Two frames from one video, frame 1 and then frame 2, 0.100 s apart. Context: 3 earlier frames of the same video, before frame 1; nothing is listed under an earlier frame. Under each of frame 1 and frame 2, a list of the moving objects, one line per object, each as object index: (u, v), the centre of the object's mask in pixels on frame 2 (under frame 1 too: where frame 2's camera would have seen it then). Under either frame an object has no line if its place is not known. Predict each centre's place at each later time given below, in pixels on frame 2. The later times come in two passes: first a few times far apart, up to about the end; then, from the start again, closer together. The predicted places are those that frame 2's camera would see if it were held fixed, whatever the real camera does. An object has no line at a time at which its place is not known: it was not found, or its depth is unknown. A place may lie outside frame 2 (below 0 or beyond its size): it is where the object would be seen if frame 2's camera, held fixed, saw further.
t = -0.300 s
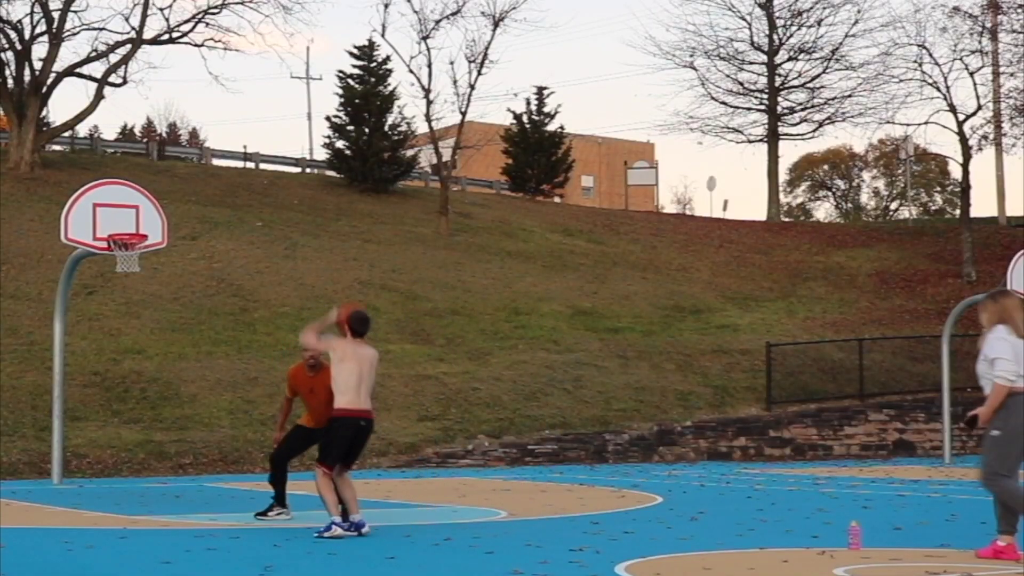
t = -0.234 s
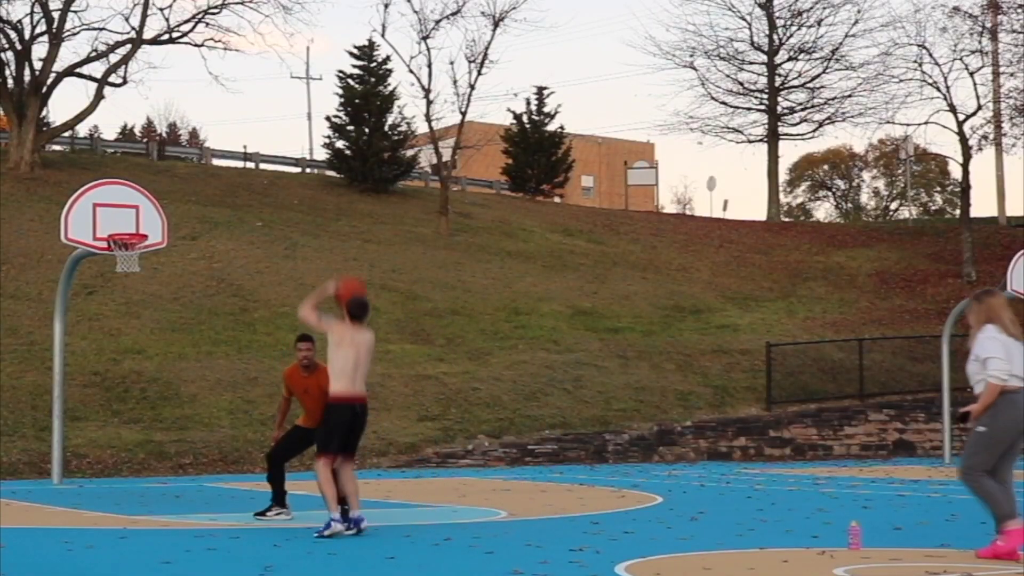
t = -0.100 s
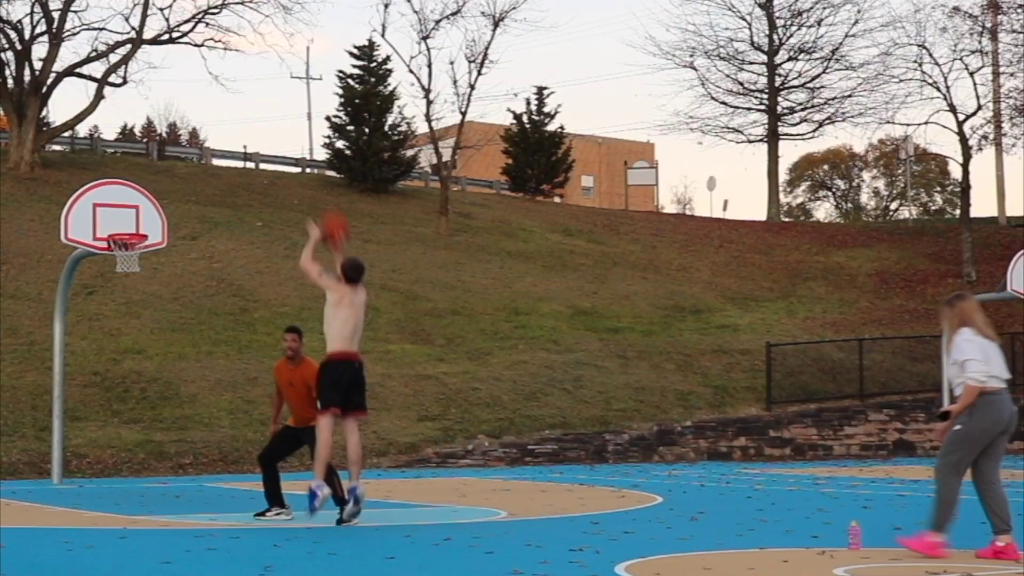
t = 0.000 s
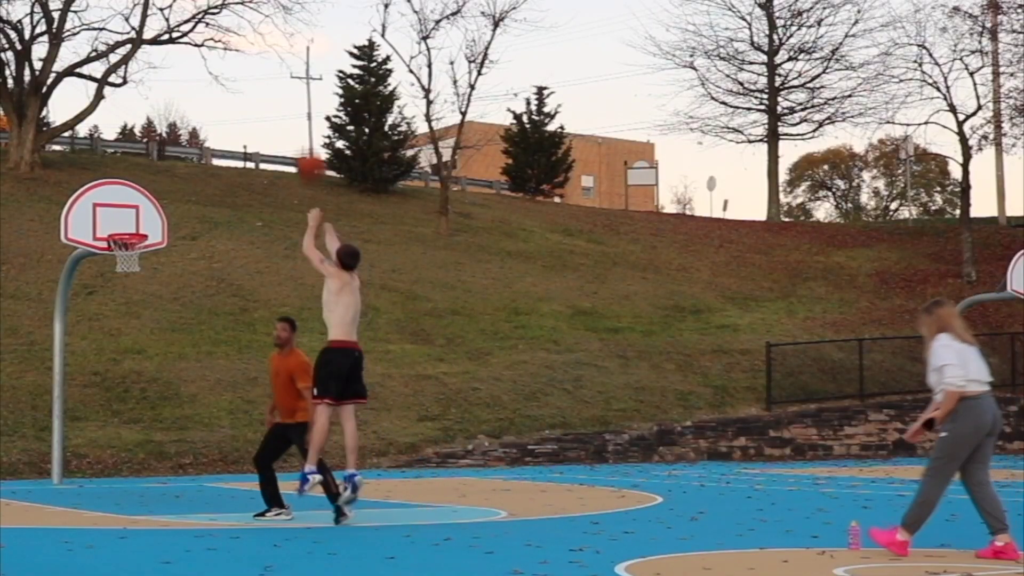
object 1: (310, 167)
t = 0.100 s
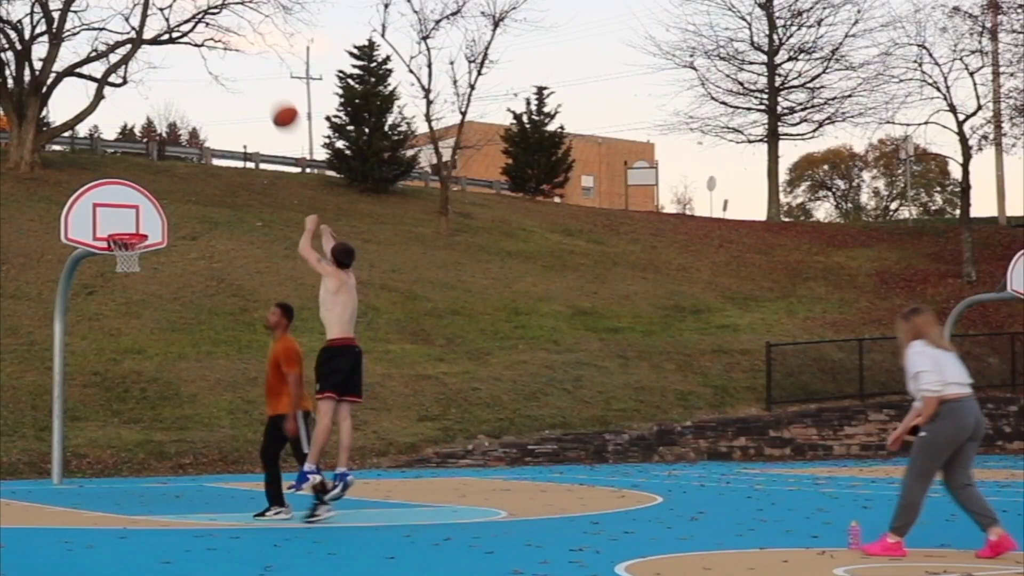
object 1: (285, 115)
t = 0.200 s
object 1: (263, 83)
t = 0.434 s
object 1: (221, 54)
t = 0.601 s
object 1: (193, 67)
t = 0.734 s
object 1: (174, 94)
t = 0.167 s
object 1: (270, 92)
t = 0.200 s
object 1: (263, 83)
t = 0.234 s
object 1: (257, 75)
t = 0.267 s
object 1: (250, 68)
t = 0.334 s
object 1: (238, 59)
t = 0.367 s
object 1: (232, 56)
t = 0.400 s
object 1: (226, 54)
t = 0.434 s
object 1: (221, 54)
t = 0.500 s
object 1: (209, 56)
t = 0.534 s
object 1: (203, 59)
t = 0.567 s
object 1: (198, 62)
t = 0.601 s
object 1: (193, 67)
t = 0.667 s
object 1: (183, 79)
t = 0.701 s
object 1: (178, 86)
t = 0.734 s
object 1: (174, 94)
